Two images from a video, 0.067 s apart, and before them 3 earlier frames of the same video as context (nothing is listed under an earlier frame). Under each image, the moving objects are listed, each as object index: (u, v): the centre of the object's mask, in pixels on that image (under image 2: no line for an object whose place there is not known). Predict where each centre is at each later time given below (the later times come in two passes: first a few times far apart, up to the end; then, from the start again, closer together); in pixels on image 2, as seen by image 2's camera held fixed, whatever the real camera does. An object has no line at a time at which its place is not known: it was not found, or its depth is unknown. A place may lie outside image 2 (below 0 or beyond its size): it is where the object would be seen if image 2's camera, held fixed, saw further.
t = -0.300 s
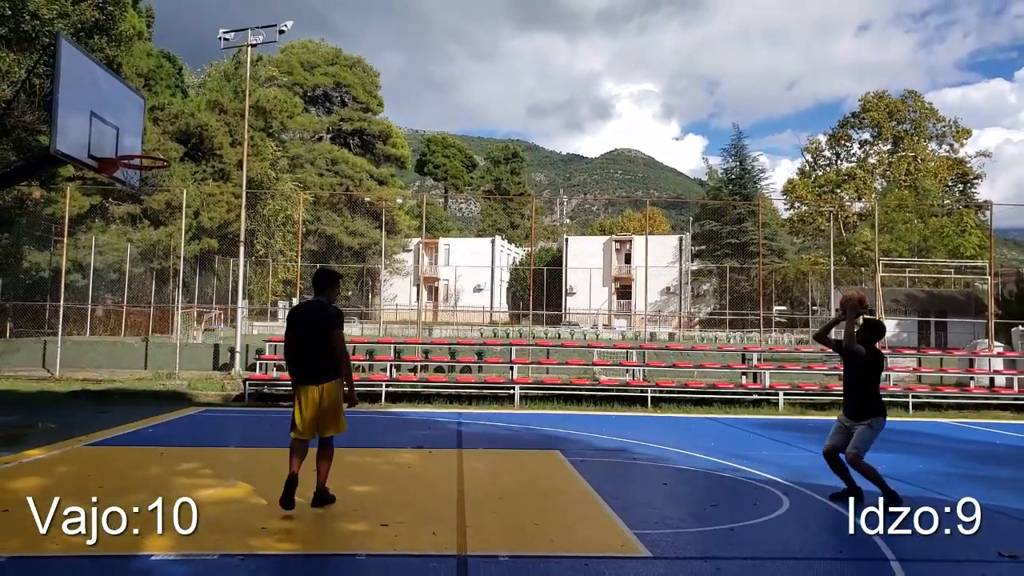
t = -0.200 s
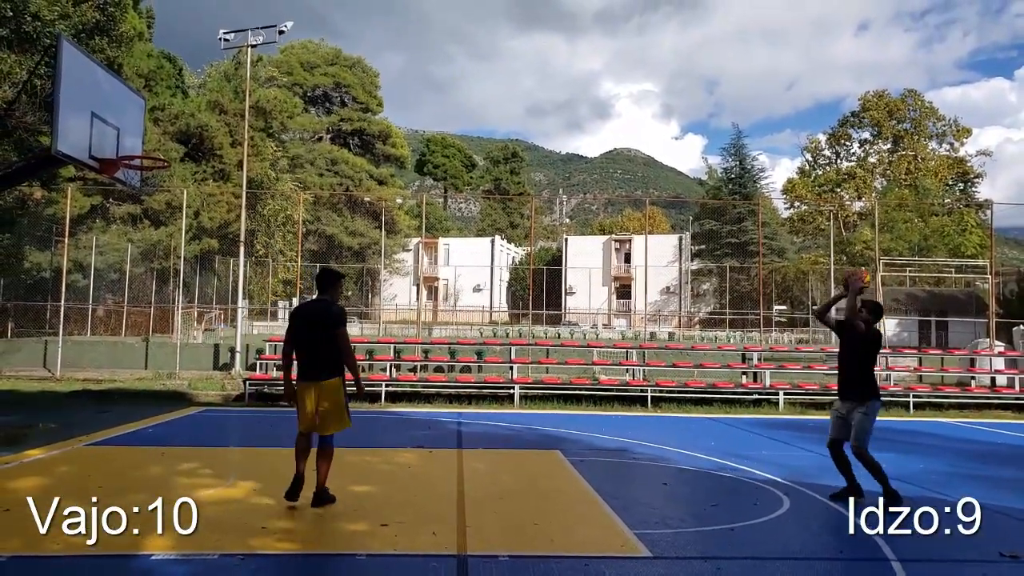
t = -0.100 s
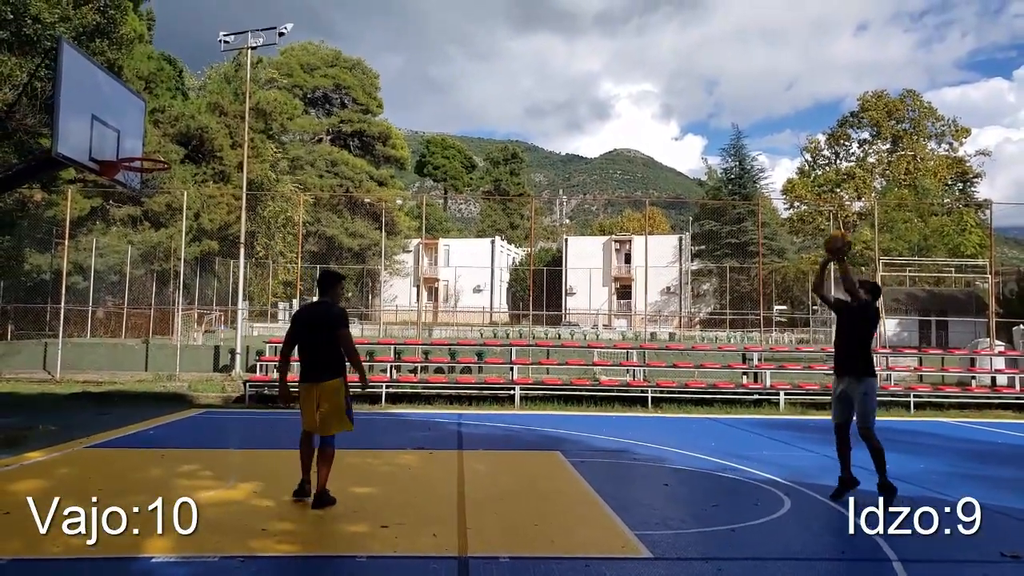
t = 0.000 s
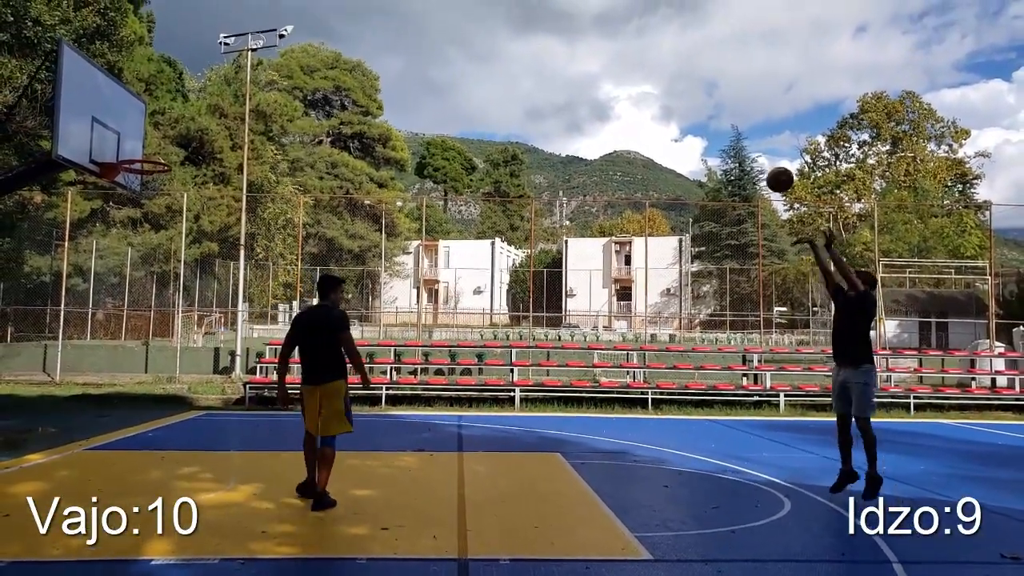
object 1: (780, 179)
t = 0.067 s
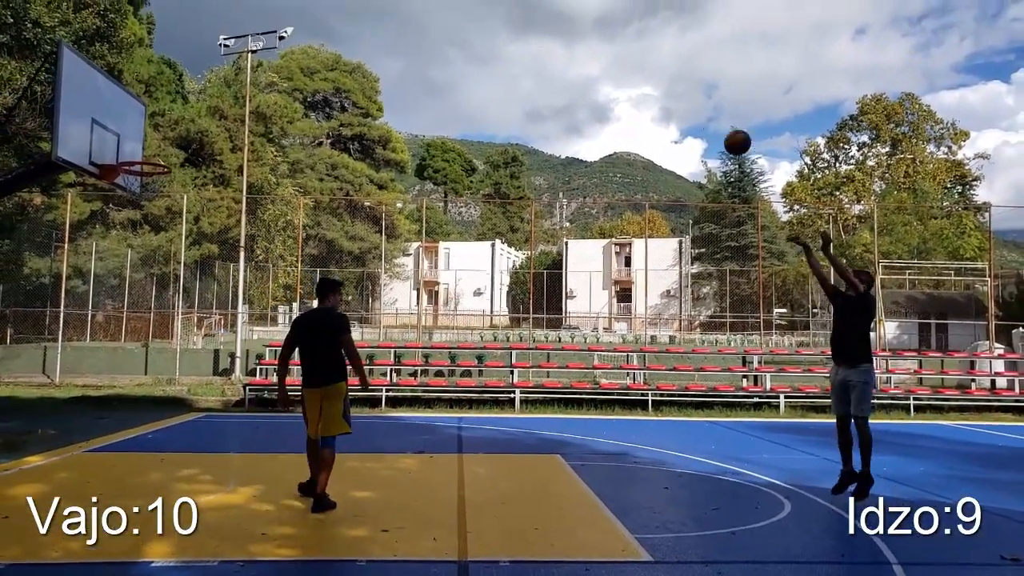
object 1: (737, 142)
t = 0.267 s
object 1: (617, 56)
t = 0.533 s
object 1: (464, 10)
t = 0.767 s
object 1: (335, 28)
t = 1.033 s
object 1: (193, 114)
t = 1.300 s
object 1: (131, 229)
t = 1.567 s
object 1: (138, 375)
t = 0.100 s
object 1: (717, 125)
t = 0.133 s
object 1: (696, 109)
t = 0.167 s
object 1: (676, 94)
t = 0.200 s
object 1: (656, 80)
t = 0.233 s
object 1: (636, 68)
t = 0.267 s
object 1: (617, 56)
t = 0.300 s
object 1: (597, 46)
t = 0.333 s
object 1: (578, 38)
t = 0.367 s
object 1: (558, 30)
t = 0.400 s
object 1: (539, 24)
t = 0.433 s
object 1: (520, 18)
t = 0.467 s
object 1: (501, 14)
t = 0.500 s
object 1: (483, 12)
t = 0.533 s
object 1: (464, 10)
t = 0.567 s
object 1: (446, 9)
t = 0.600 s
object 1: (427, 9)
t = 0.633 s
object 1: (409, 11)
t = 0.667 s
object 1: (390, 14)
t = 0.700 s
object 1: (372, 17)
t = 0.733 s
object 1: (354, 22)
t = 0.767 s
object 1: (335, 28)
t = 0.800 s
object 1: (318, 35)
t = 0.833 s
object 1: (299, 43)
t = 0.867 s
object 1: (281, 52)
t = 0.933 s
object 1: (245, 74)
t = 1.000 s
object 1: (210, 100)
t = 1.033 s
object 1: (193, 114)
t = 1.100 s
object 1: (157, 147)
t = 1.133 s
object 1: (140, 163)
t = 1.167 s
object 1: (128, 181)
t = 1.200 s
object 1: (130, 189)
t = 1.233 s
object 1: (129, 203)
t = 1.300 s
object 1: (131, 229)
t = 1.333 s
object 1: (132, 244)
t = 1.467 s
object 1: (136, 313)
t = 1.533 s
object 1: (137, 353)
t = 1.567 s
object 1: (138, 375)
